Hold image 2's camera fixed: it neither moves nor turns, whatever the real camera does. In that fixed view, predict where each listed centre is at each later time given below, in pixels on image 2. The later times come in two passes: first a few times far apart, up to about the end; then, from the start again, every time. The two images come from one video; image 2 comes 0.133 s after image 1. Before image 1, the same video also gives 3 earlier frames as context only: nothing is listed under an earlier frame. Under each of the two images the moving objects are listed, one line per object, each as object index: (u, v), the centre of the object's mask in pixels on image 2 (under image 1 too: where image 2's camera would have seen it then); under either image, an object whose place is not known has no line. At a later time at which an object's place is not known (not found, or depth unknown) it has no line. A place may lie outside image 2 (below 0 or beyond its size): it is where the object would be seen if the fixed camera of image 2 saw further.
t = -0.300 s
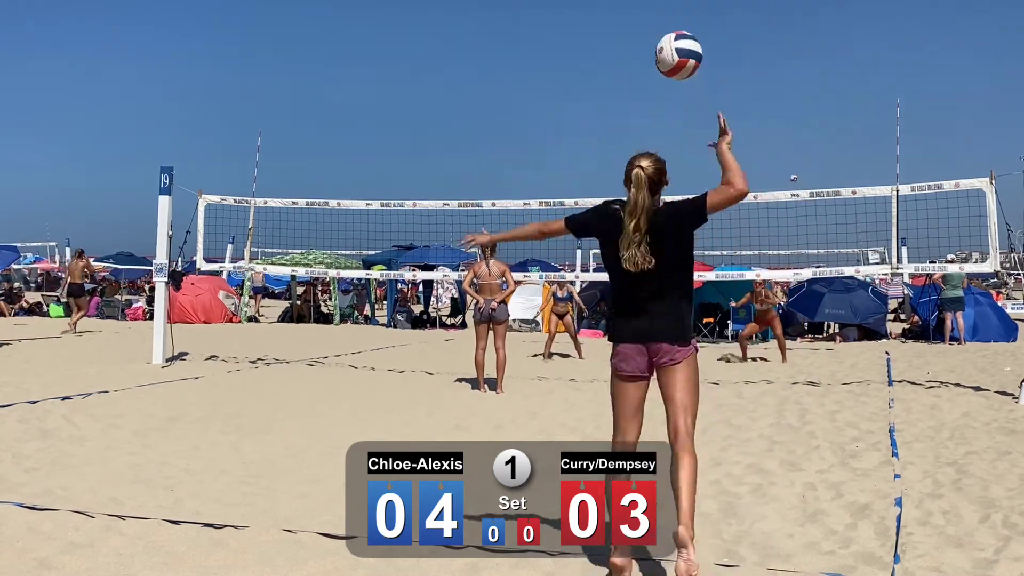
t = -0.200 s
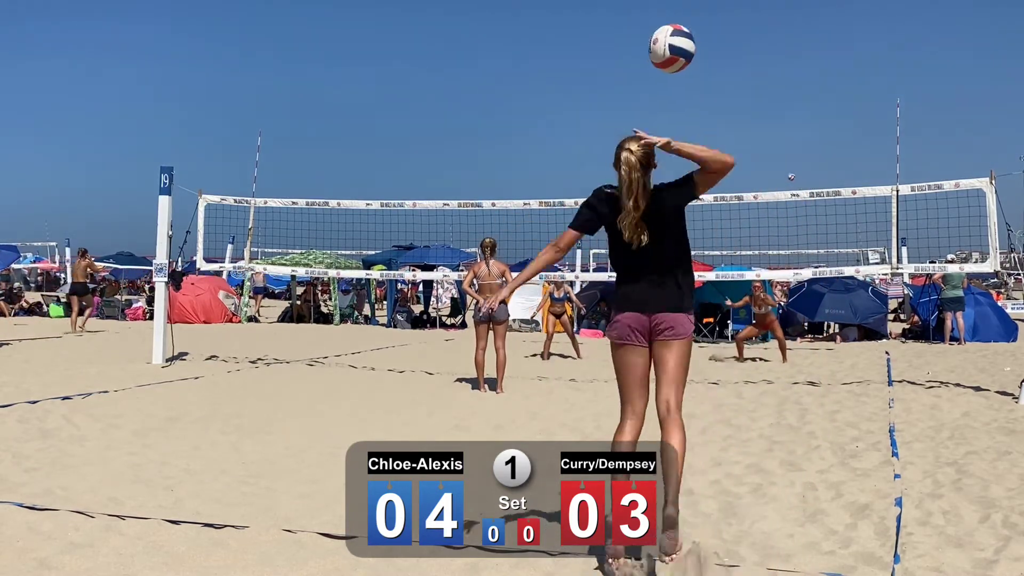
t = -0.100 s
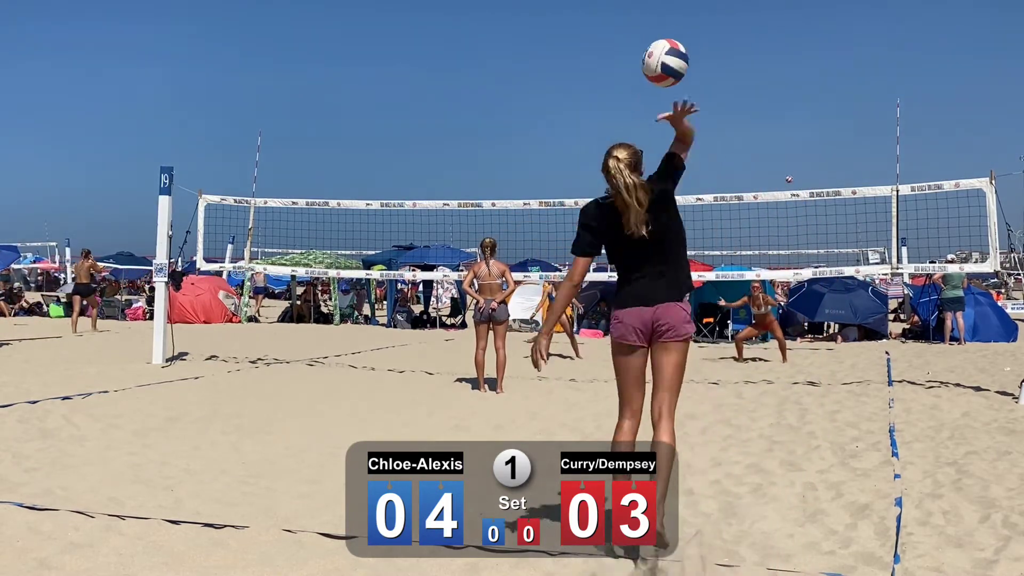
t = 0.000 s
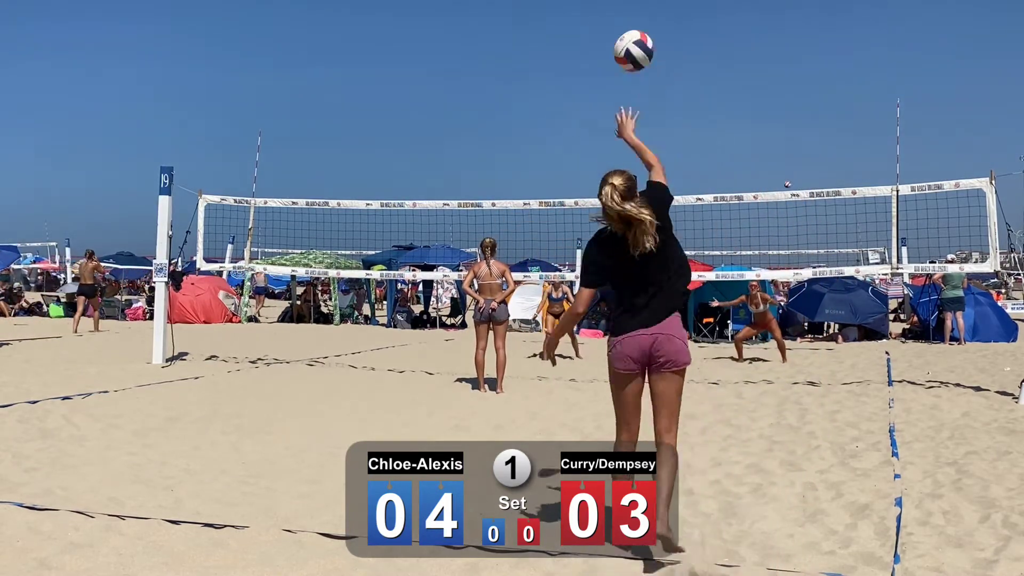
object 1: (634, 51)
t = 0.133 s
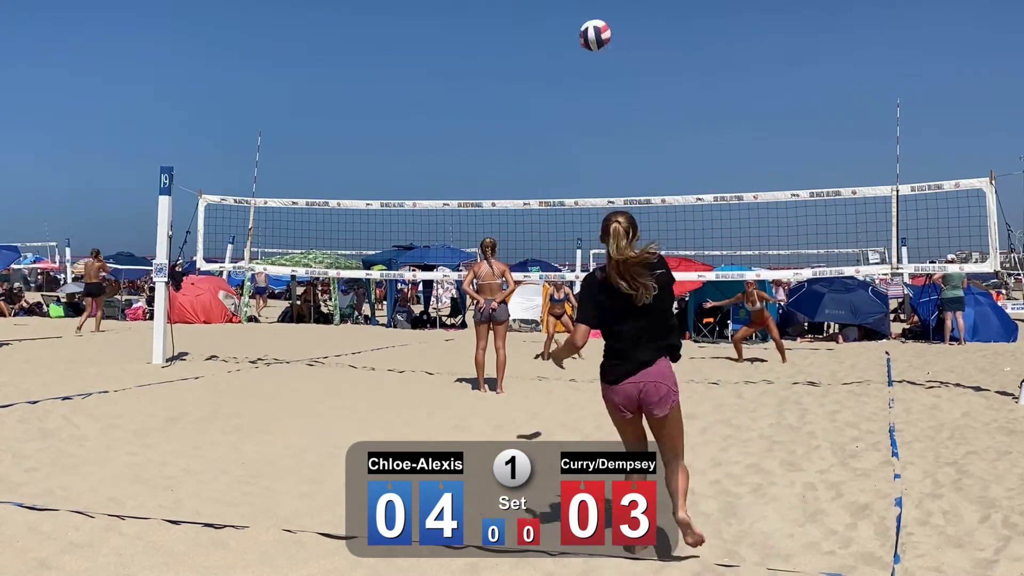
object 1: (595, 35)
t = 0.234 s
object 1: (579, 40)
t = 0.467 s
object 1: (555, 86)
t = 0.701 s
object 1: (538, 150)
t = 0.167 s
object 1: (589, 35)
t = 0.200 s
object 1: (584, 37)
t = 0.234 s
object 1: (579, 40)
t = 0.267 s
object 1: (575, 45)
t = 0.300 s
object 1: (572, 50)
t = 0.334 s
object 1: (568, 56)
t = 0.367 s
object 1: (565, 63)
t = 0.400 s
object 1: (562, 70)
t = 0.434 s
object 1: (559, 78)
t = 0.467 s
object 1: (555, 86)
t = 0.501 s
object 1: (553, 95)
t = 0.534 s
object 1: (550, 104)
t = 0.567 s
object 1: (547, 113)
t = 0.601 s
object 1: (544, 122)
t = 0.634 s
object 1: (542, 131)
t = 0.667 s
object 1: (540, 140)
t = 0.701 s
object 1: (538, 150)
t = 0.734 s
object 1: (536, 161)
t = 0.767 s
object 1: (534, 172)
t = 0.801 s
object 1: (532, 182)
